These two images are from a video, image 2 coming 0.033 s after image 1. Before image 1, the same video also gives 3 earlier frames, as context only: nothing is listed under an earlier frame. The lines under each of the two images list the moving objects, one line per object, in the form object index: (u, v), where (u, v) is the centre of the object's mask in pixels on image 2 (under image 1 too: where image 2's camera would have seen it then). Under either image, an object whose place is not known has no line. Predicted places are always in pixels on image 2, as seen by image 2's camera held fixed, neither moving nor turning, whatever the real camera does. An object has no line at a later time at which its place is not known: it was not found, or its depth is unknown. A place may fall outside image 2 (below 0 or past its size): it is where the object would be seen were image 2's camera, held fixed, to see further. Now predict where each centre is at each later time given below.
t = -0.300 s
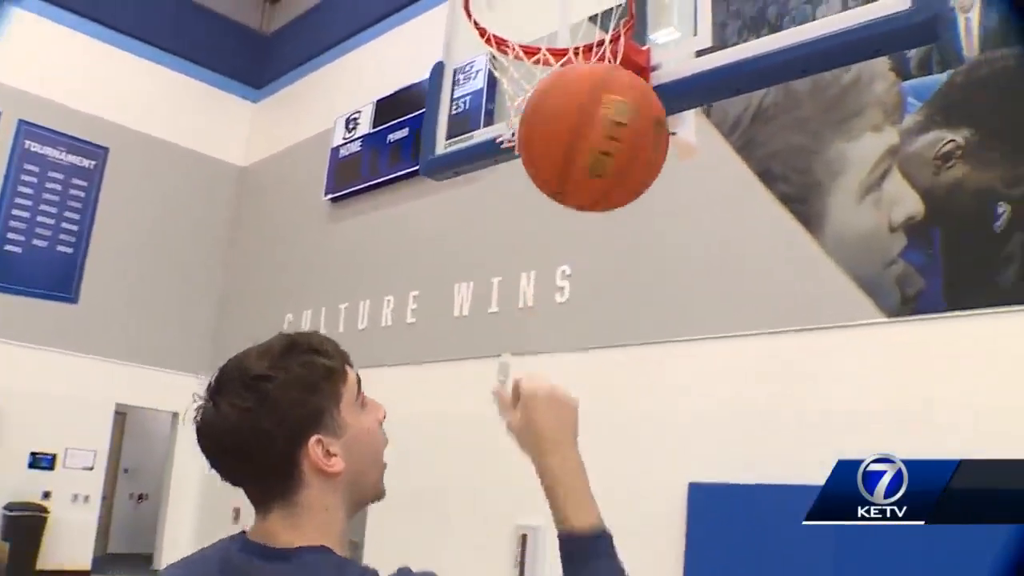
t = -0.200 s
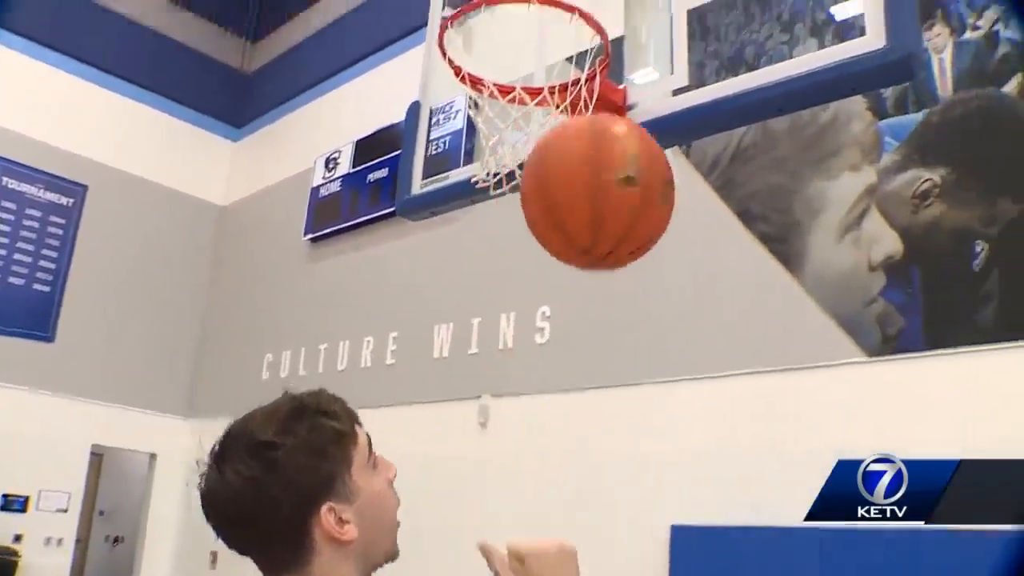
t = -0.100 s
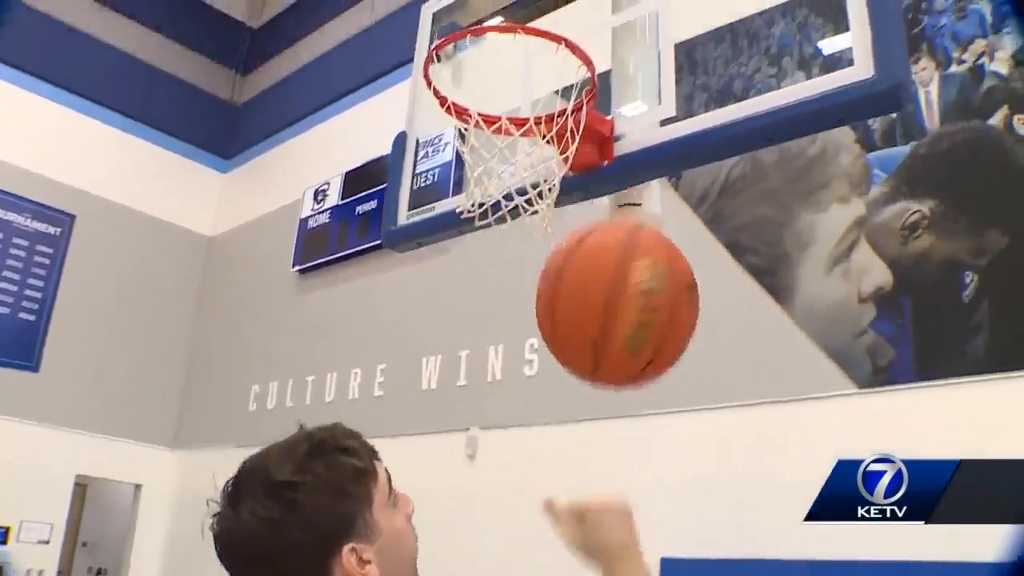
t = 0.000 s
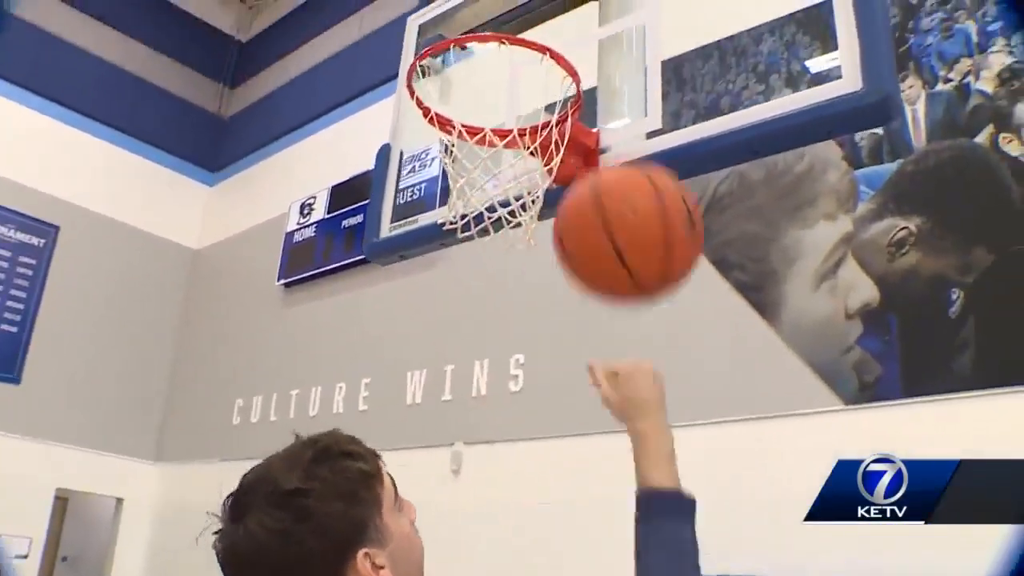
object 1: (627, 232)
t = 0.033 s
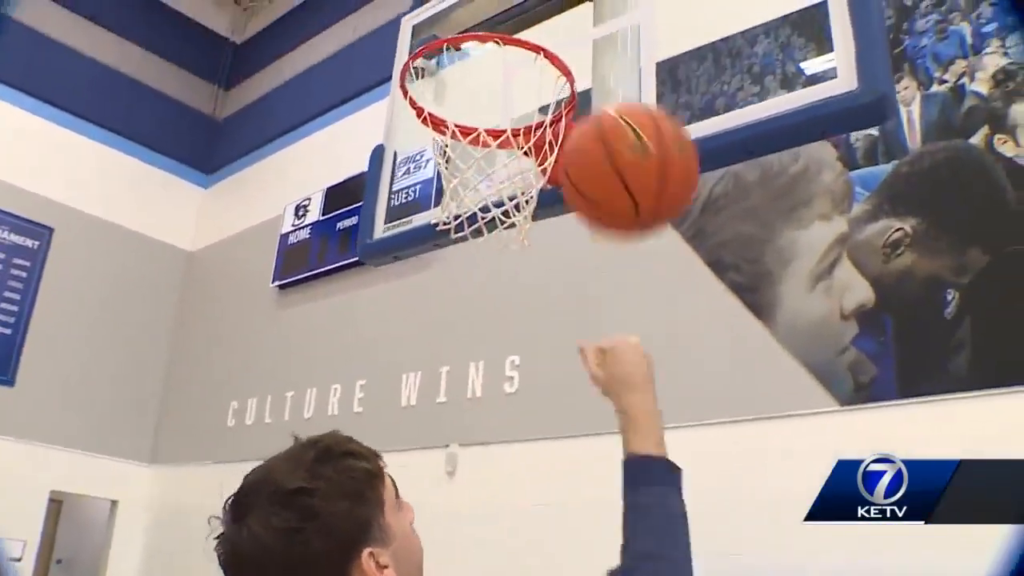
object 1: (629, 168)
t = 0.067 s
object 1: (633, 119)
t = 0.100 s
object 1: (636, 77)
